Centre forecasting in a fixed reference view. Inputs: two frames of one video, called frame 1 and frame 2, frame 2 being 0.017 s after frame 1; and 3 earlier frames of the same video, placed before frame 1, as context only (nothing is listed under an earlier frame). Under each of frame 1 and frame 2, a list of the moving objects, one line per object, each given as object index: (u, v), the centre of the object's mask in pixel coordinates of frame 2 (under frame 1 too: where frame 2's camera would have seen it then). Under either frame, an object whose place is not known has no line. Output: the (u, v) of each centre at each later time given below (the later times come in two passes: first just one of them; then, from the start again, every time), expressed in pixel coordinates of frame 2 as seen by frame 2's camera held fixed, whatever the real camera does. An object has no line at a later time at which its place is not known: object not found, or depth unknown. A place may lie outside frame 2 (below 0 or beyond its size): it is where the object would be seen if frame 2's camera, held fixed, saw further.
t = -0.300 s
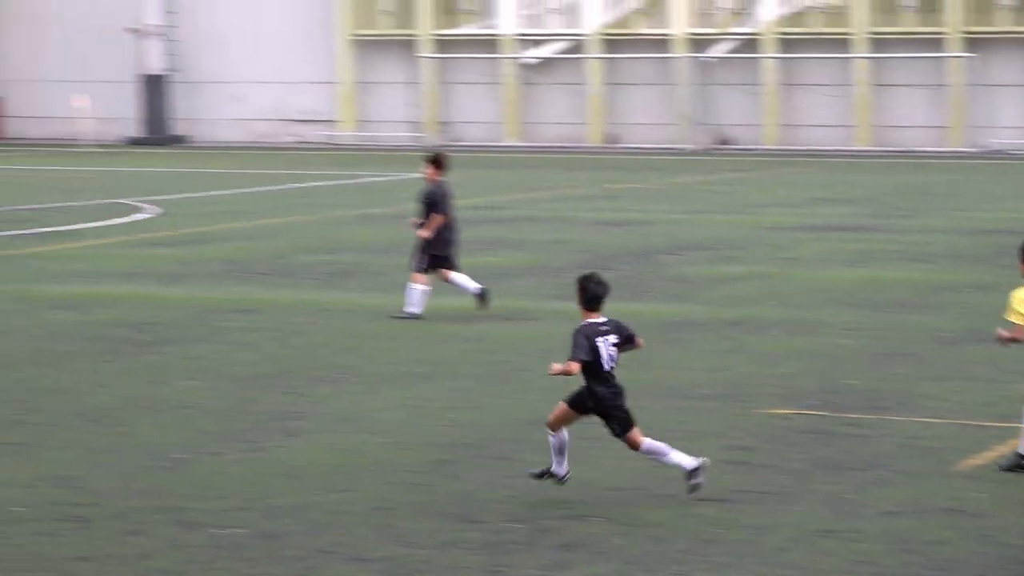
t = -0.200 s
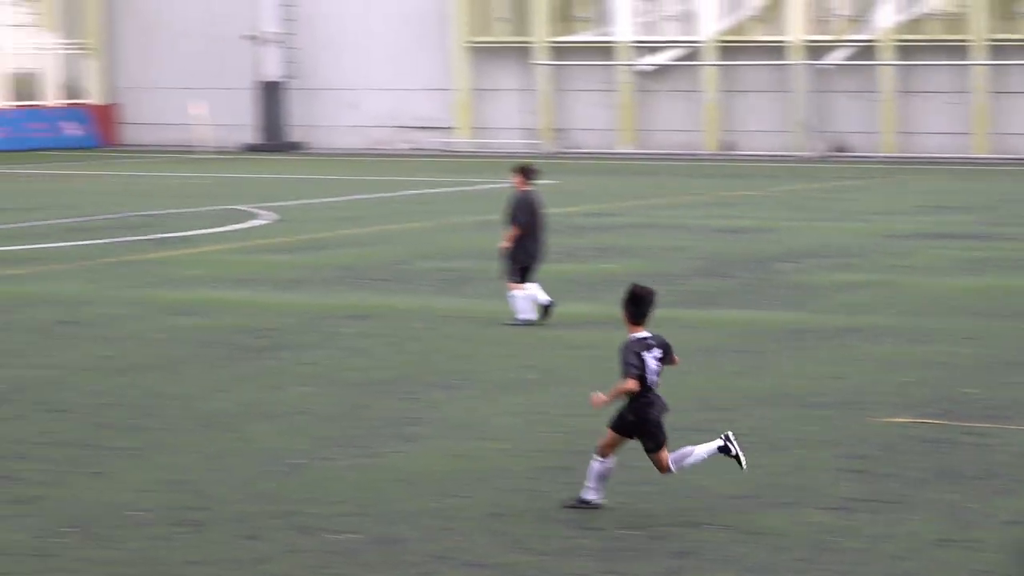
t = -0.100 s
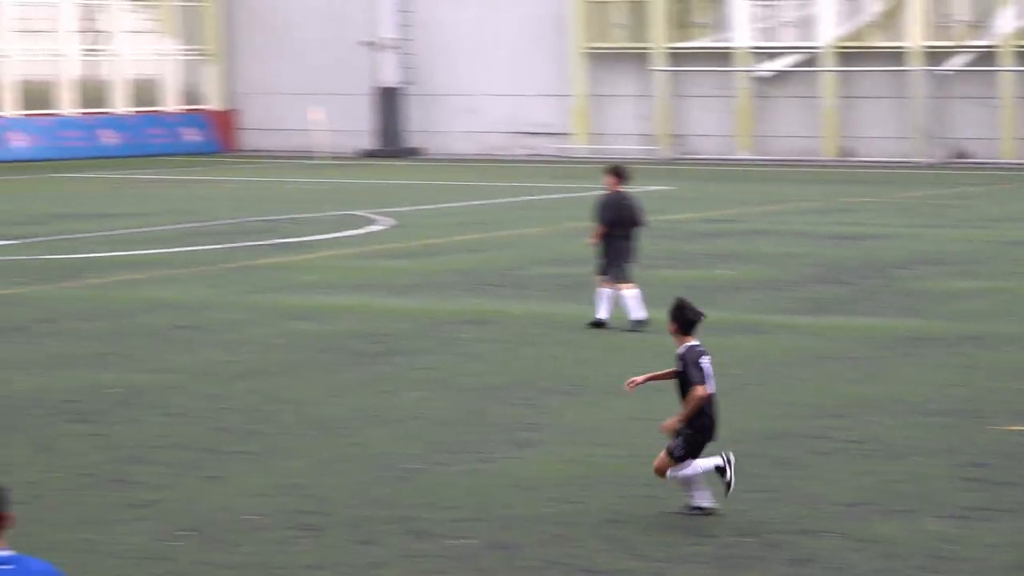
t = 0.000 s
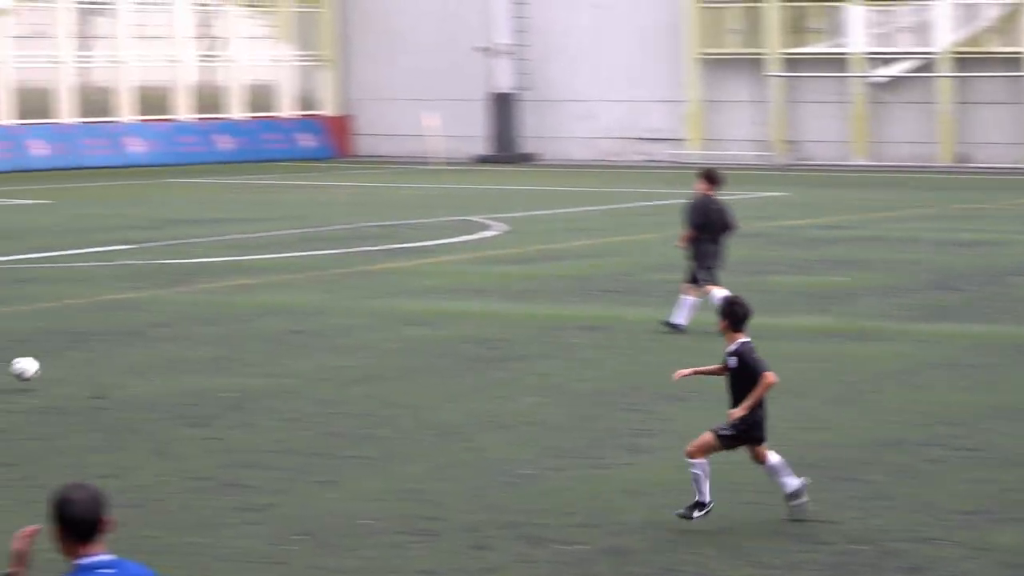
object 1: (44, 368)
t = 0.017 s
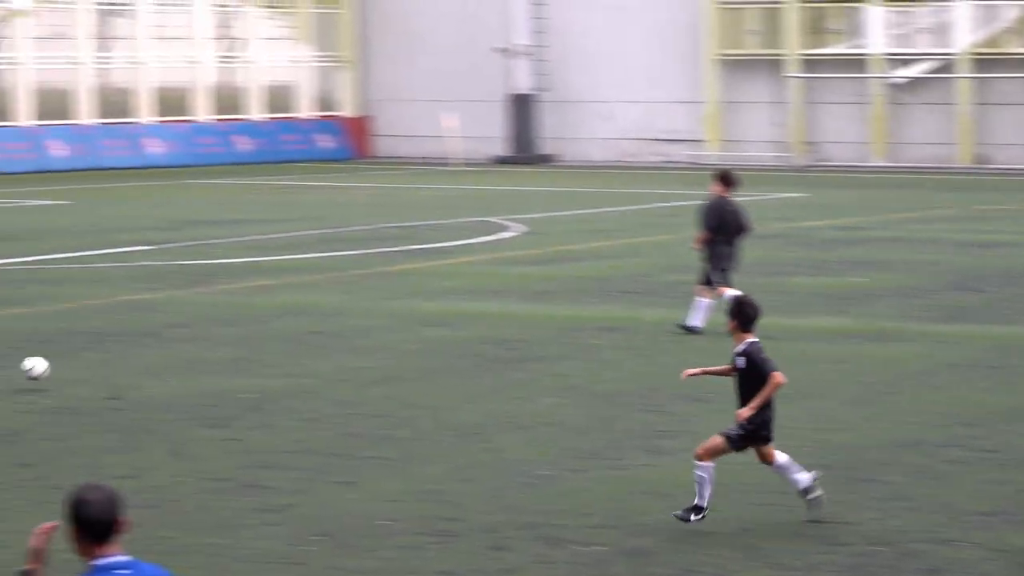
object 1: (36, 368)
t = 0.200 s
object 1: (-66, 367)
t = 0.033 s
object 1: (26, 368)
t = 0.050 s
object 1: (15, 367)
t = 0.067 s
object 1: (5, 368)
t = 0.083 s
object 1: (-5, 369)
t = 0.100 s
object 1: (-14, 369)
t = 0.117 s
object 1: (-24, 371)
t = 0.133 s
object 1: (-33, 373)
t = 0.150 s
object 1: (-41, 374)
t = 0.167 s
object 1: (-49, 373)
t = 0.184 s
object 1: (-58, 369)
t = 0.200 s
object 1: (-66, 367)
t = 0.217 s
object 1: (-75, 364)
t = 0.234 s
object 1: (-83, 363)
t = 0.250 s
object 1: (-91, 363)
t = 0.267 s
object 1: (-98, 361)
